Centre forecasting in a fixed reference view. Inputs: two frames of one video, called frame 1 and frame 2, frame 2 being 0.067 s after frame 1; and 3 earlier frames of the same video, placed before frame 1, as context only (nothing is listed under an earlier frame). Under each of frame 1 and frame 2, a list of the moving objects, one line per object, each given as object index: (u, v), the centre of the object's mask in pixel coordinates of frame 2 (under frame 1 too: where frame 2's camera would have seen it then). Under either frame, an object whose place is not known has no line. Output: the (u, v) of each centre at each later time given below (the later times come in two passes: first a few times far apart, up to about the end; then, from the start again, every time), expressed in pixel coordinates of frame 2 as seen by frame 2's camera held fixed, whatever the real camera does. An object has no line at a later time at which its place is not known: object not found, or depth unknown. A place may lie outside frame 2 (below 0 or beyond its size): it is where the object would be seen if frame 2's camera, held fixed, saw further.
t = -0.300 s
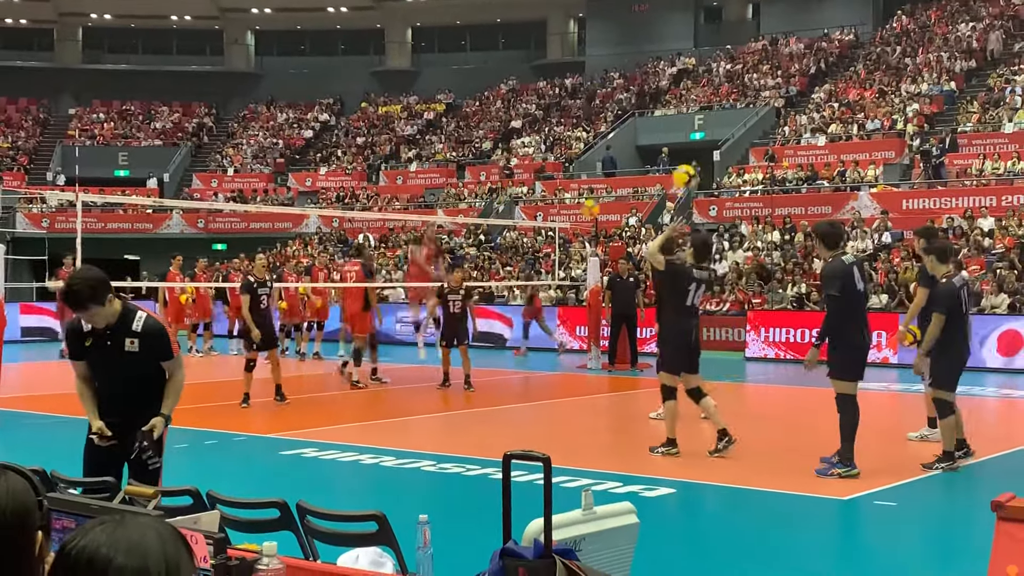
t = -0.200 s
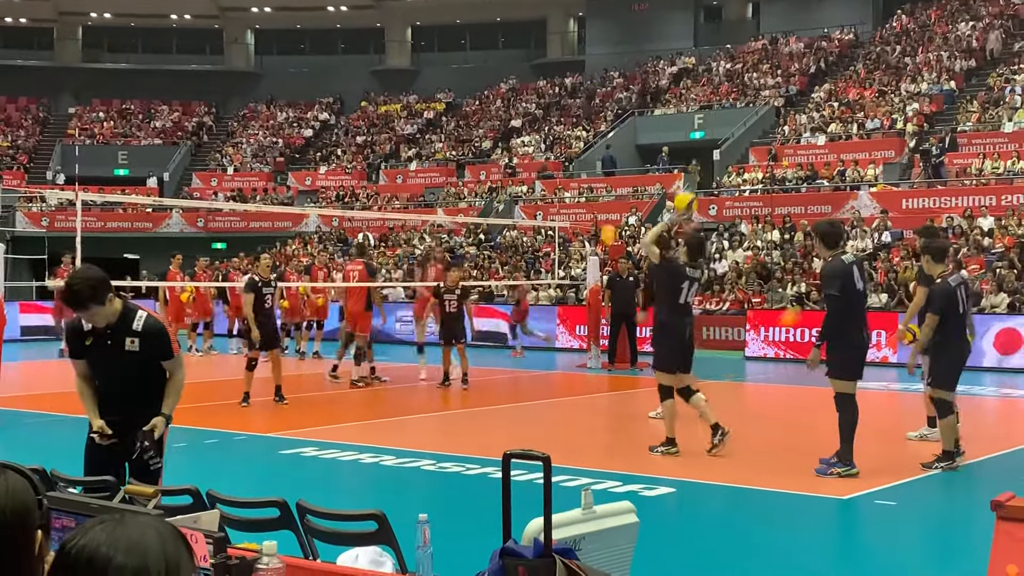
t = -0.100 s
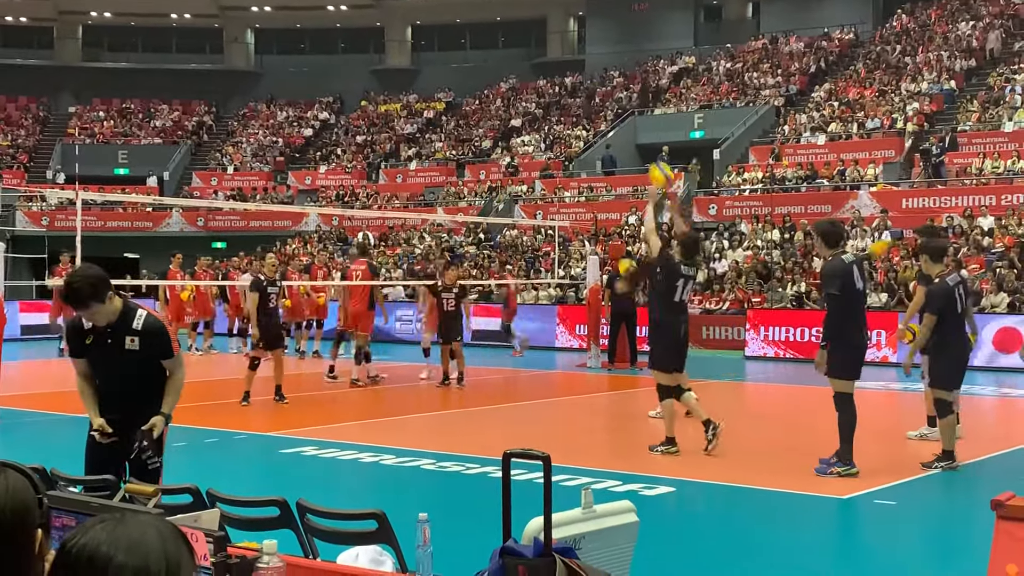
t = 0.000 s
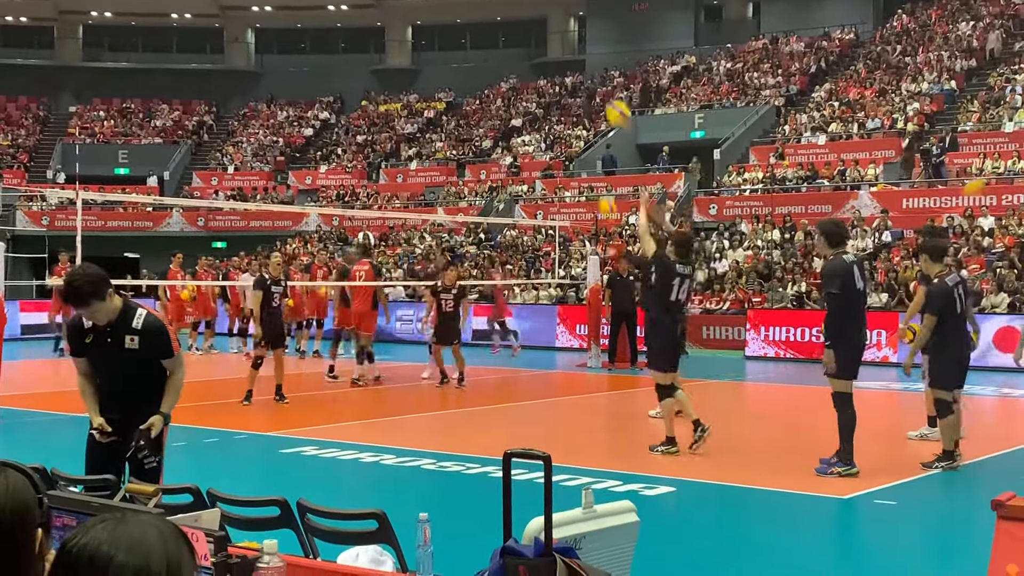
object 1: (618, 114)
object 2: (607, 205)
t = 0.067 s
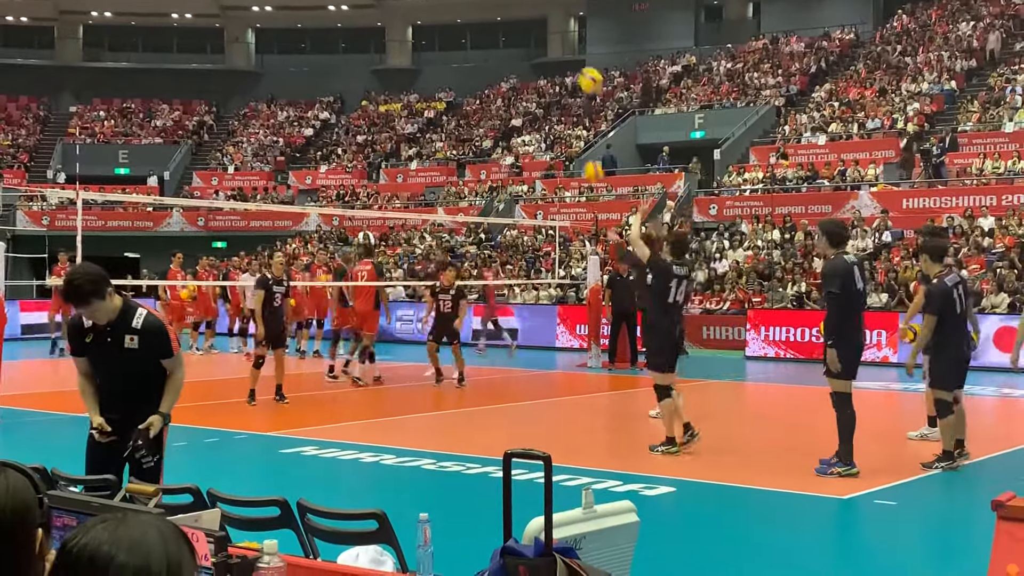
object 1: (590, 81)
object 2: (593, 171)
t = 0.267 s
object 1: (517, 19)
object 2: (554, 90)
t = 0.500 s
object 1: (445, 6)
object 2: (514, 41)
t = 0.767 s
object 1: (374, 47)
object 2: (471, 40)
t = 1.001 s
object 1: (321, 129)
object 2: (436, 82)
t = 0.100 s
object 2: (587, 156)
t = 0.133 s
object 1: (565, 55)
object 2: (580, 141)
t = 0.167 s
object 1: (552, 44)
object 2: (573, 126)
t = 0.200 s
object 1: (540, 34)
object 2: (567, 113)
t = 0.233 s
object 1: (528, 26)
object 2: (561, 101)
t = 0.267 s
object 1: (517, 19)
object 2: (554, 90)
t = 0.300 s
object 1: (506, 13)
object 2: (548, 80)
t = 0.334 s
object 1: (495, 9)
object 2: (543, 72)
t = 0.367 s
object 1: (485, 7)
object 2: (537, 63)
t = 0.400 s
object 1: (474, 6)
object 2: (531, 57)
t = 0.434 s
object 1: (464, 5)
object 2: (525, 51)
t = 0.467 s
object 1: (454, 5)
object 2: (519, 45)
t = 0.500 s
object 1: (445, 6)
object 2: (514, 41)
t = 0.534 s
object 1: (435, 7)
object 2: (509, 38)
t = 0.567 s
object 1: (425, 9)
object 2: (503, 35)
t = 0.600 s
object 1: (416, 12)
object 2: (498, 34)
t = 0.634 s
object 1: (407, 18)
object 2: (492, 33)
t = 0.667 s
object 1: (399, 24)
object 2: (487, 34)
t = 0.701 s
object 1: (390, 30)
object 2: (482, 35)
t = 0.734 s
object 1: (382, 39)
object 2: (476, 37)
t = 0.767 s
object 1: (374, 47)
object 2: (471, 40)
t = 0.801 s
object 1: (366, 56)
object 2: (466, 43)
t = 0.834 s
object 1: (358, 67)
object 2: (461, 48)
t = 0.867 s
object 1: (350, 78)
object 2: (456, 53)
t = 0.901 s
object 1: (342, 89)
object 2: (451, 60)
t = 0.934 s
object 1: (335, 101)
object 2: (446, 66)
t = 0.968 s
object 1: (328, 115)
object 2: (441, 74)
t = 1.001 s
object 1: (321, 129)
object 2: (436, 82)
